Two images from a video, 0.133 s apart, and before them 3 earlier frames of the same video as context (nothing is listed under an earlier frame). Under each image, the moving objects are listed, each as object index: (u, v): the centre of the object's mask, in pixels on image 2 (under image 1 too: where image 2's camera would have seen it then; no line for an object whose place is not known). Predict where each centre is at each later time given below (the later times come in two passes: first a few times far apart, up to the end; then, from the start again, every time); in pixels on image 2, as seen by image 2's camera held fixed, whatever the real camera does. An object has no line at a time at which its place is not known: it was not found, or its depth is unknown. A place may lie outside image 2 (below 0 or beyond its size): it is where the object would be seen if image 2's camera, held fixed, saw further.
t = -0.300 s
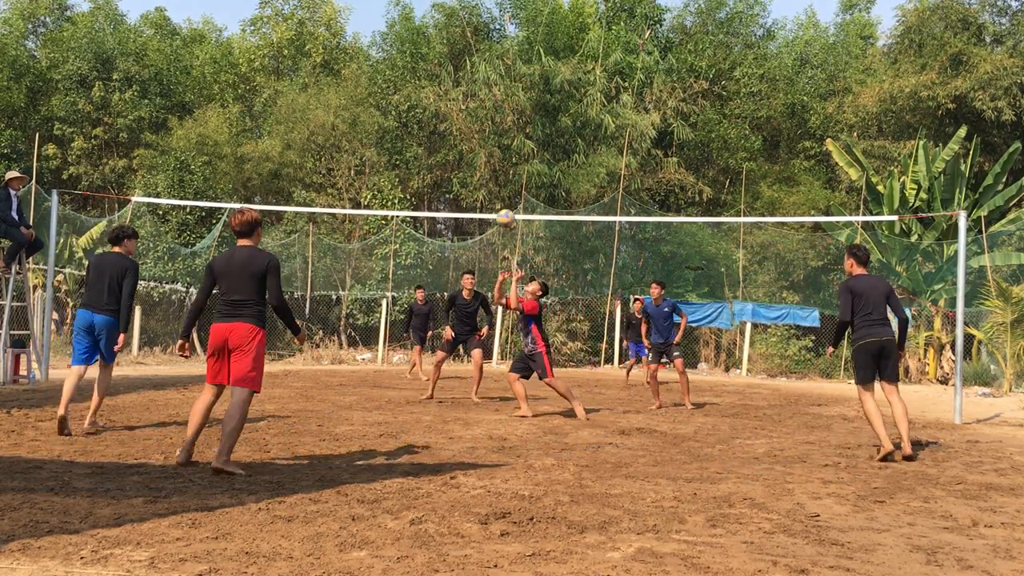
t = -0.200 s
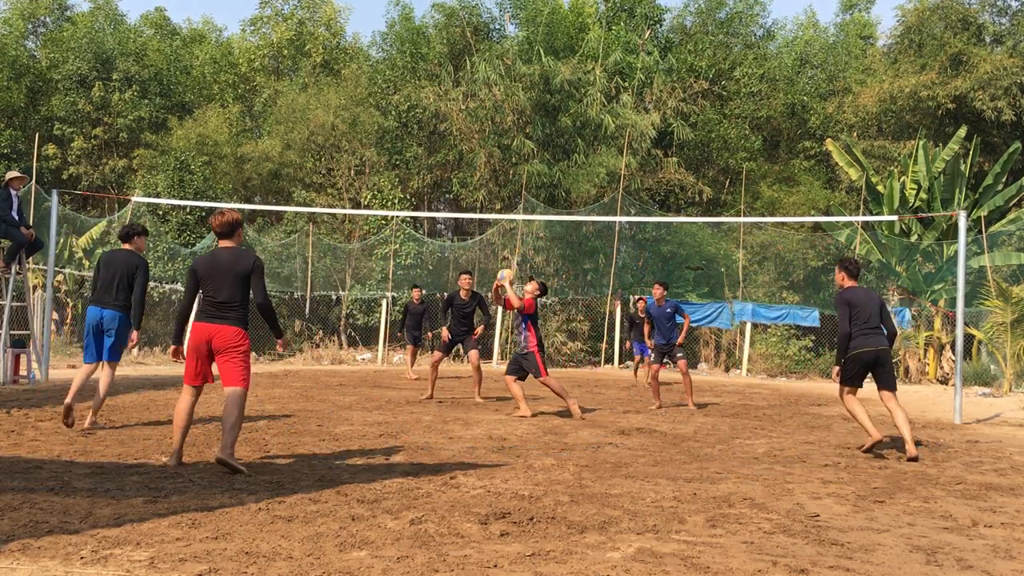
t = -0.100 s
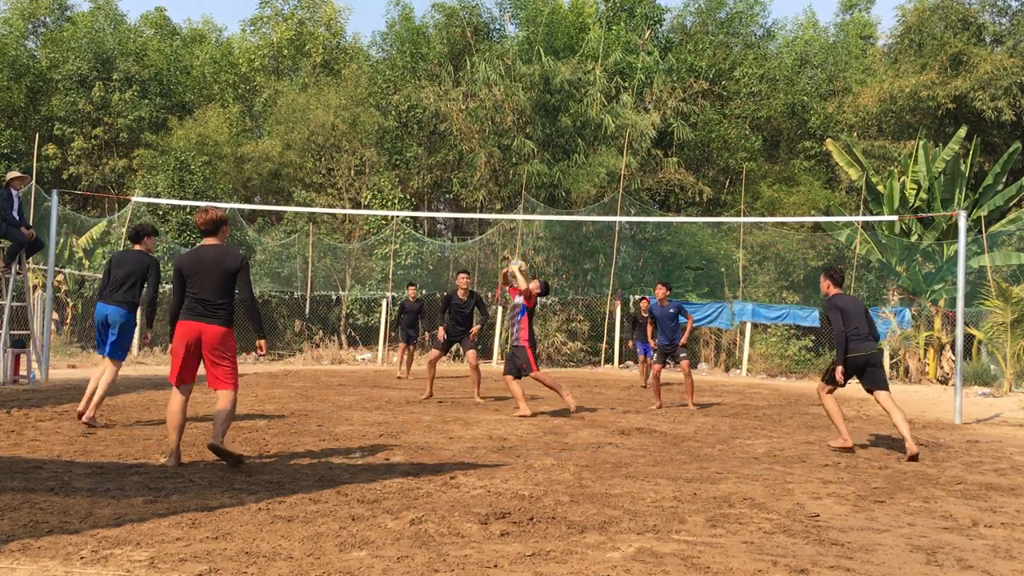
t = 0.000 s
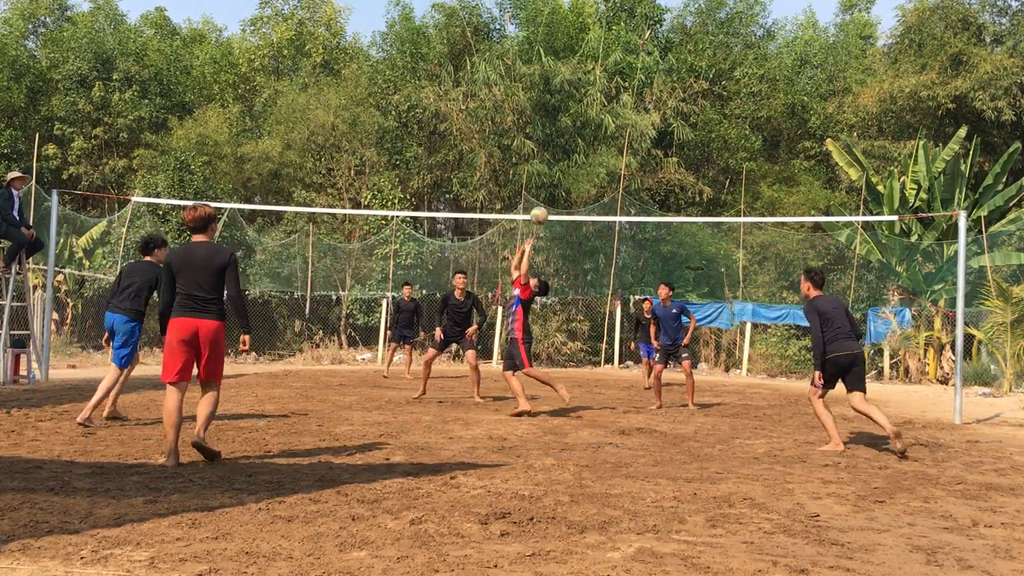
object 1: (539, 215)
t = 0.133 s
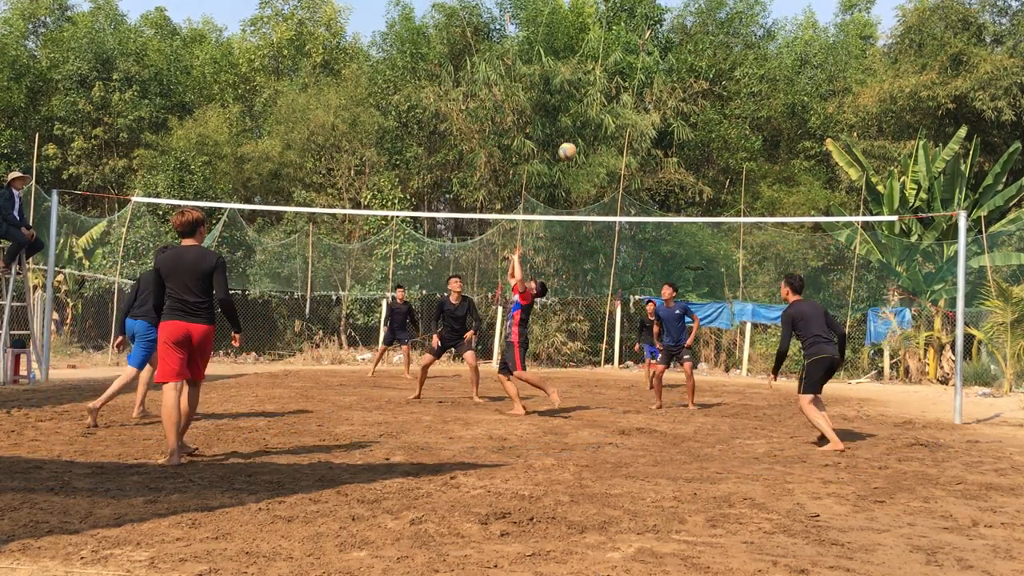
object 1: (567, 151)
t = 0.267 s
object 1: (596, 105)
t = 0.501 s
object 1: (643, 61)
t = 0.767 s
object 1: (694, 71)
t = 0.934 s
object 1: (726, 107)
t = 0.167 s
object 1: (574, 138)
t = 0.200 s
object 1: (581, 125)
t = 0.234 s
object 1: (588, 114)
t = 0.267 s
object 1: (596, 105)
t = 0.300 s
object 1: (602, 96)
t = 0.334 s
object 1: (609, 87)
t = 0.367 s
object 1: (616, 80)
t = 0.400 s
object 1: (622, 73)
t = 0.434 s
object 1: (630, 68)
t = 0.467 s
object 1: (636, 65)
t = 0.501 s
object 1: (643, 61)
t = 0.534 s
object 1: (649, 59)
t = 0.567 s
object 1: (656, 58)
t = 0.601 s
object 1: (662, 58)
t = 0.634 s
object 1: (669, 59)
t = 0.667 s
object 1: (675, 60)
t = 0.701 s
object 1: (681, 62)
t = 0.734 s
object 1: (688, 66)
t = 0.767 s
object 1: (694, 71)
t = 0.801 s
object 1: (701, 77)
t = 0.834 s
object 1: (707, 82)
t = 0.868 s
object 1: (713, 90)
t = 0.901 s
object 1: (720, 98)
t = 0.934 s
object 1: (726, 107)
